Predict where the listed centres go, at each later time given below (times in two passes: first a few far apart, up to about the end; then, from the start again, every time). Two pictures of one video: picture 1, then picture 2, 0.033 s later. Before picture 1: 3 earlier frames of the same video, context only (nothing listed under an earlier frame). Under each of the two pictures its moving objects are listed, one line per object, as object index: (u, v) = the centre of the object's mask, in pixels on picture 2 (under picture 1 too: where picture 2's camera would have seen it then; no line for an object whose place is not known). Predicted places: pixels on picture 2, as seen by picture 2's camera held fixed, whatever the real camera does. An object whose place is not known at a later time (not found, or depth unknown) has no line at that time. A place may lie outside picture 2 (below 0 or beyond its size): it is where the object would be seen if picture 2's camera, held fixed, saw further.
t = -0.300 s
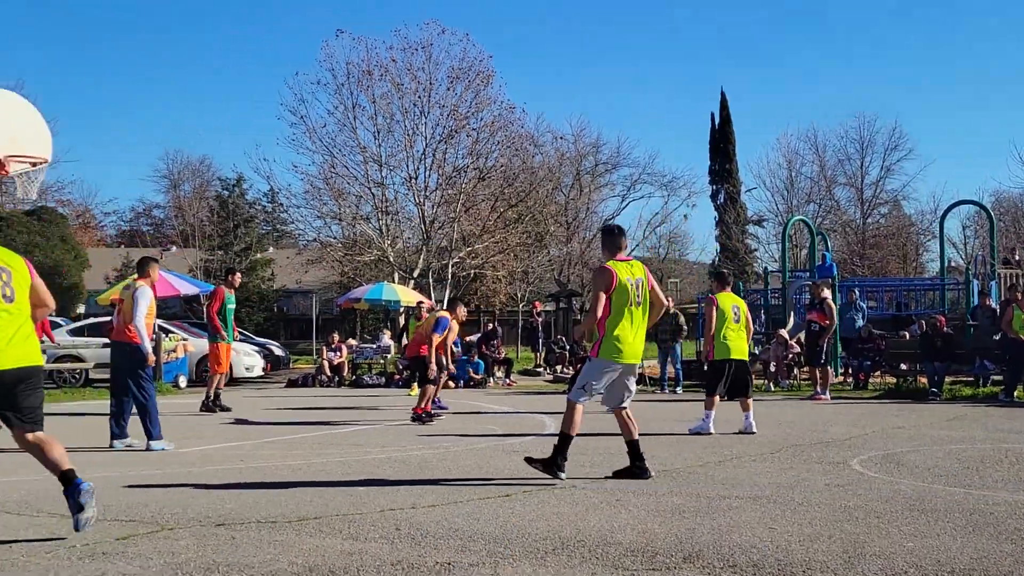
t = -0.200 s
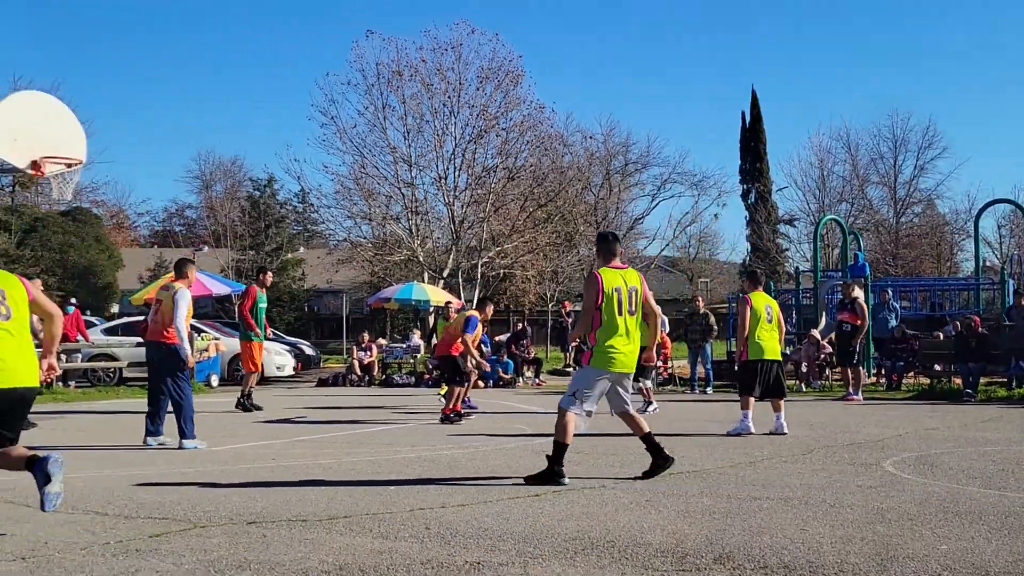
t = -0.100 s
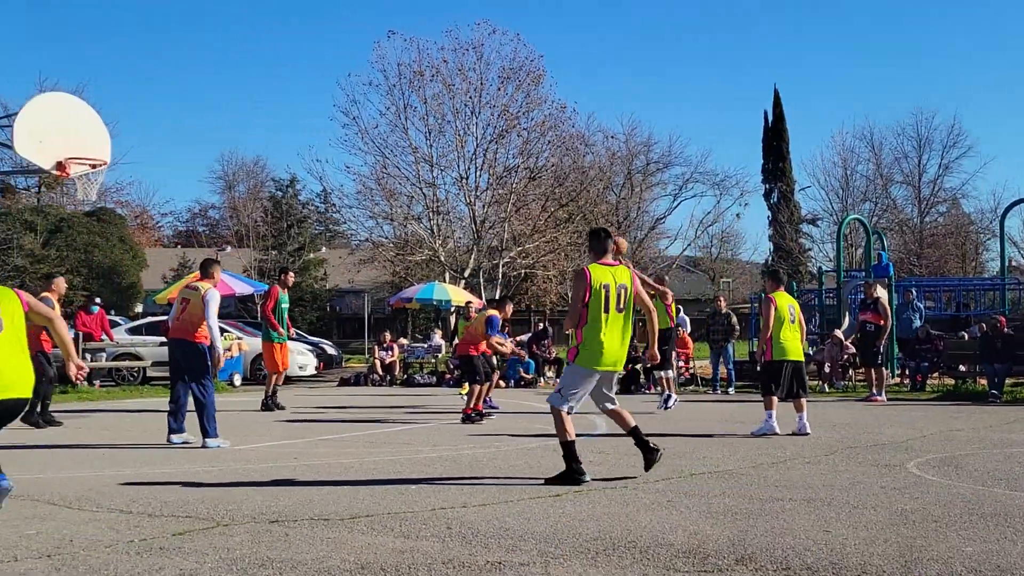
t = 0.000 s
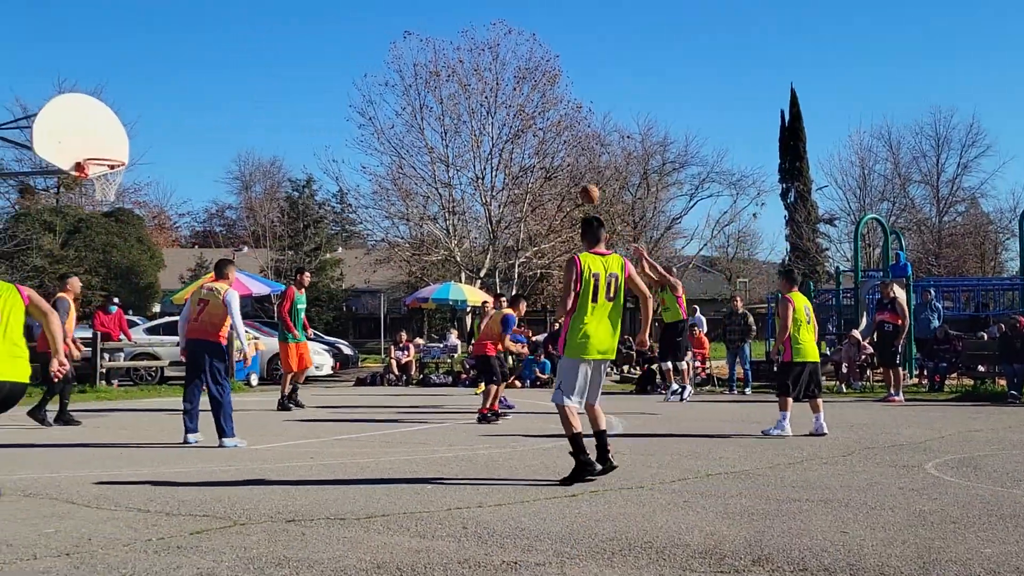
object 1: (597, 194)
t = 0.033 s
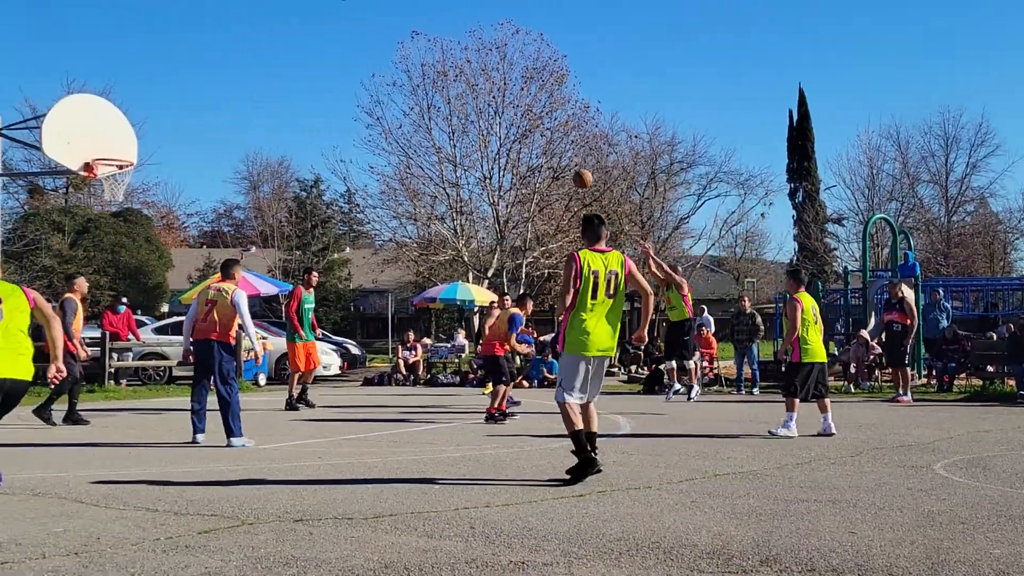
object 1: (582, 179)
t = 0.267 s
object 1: (482, 95)
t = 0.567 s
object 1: (353, 48)
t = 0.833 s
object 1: (238, 66)
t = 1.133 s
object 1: (107, 152)
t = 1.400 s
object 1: (167, 117)
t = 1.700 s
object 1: (251, 139)
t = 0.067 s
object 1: (568, 164)
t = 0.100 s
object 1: (553, 151)
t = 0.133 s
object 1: (539, 137)
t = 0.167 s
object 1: (525, 126)
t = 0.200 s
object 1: (510, 114)
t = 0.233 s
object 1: (496, 104)
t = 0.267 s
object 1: (482, 95)
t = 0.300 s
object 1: (467, 86)
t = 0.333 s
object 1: (453, 78)
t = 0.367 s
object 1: (439, 71)
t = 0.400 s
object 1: (424, 65)
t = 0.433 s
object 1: (410, 60)
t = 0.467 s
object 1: (396, 56)
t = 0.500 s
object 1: (381, 52)
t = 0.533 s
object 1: (367, 50)
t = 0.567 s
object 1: (353, 48)
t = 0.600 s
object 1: (338, 47)
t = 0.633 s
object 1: (324, 47)
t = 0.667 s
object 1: (310, 48)
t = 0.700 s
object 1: (295, 50)
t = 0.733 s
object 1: (281, 52)
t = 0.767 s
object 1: (267, 56)
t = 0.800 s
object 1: (252, 60)
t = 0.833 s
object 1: (238, 66)
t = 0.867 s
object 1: (223, 72)
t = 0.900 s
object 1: (209, 79)
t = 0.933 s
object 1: (195, 87)
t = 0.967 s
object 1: (180, 96)
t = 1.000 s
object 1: (165, 105)
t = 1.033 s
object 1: (151, 116)
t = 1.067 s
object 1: (137, 127)
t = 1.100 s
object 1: (122, 140)
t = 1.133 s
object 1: (107, 152)
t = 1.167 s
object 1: (107, 152)
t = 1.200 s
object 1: (115, 145)
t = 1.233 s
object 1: (124, 139)
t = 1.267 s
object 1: (133, 133)
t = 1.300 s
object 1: (141, 128)
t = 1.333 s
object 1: (149, 123)
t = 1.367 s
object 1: (158, 120)
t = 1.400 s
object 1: (167, 117)
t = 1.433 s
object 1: (176, 116)
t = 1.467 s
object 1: (185, 115)
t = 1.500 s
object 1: (194, 115)
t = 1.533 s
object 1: (204, 117)
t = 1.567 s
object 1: (213, 119)
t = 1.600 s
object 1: (222, 122)
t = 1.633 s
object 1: (232, 127)
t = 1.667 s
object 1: (241, 133)
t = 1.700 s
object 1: (251, 139)
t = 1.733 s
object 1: (260, 147)
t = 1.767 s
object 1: (271, 156)
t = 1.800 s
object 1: (281, 166)
